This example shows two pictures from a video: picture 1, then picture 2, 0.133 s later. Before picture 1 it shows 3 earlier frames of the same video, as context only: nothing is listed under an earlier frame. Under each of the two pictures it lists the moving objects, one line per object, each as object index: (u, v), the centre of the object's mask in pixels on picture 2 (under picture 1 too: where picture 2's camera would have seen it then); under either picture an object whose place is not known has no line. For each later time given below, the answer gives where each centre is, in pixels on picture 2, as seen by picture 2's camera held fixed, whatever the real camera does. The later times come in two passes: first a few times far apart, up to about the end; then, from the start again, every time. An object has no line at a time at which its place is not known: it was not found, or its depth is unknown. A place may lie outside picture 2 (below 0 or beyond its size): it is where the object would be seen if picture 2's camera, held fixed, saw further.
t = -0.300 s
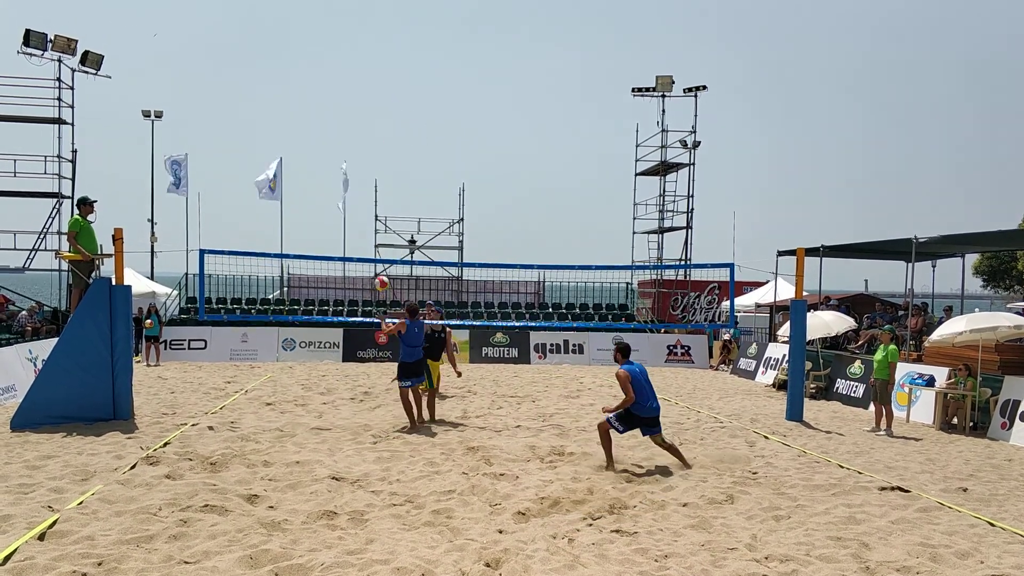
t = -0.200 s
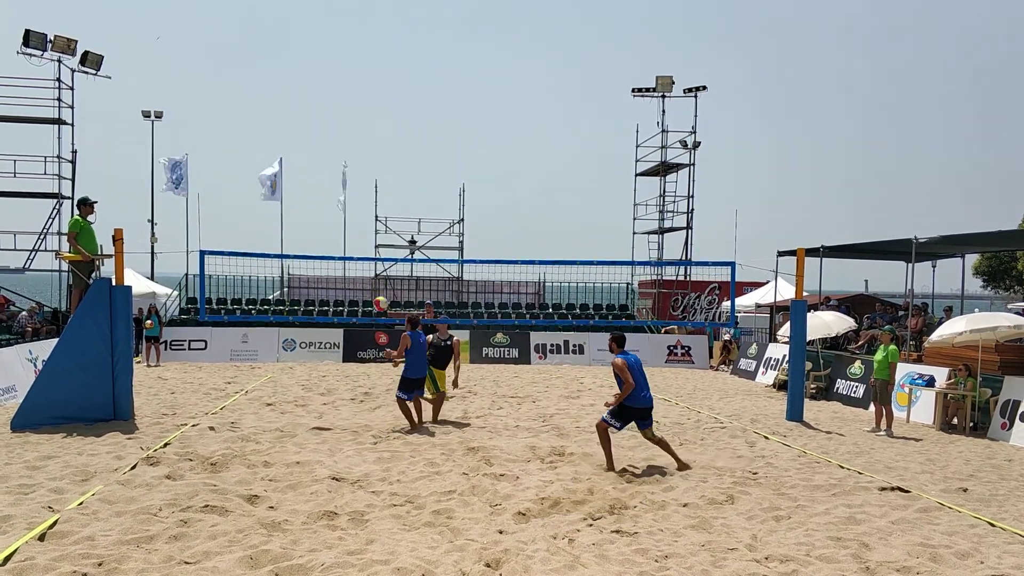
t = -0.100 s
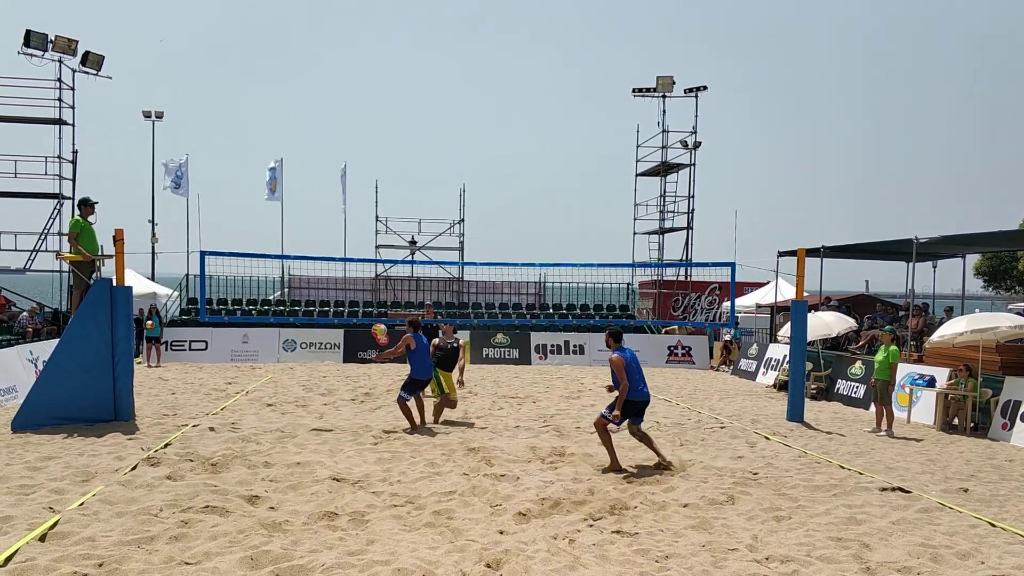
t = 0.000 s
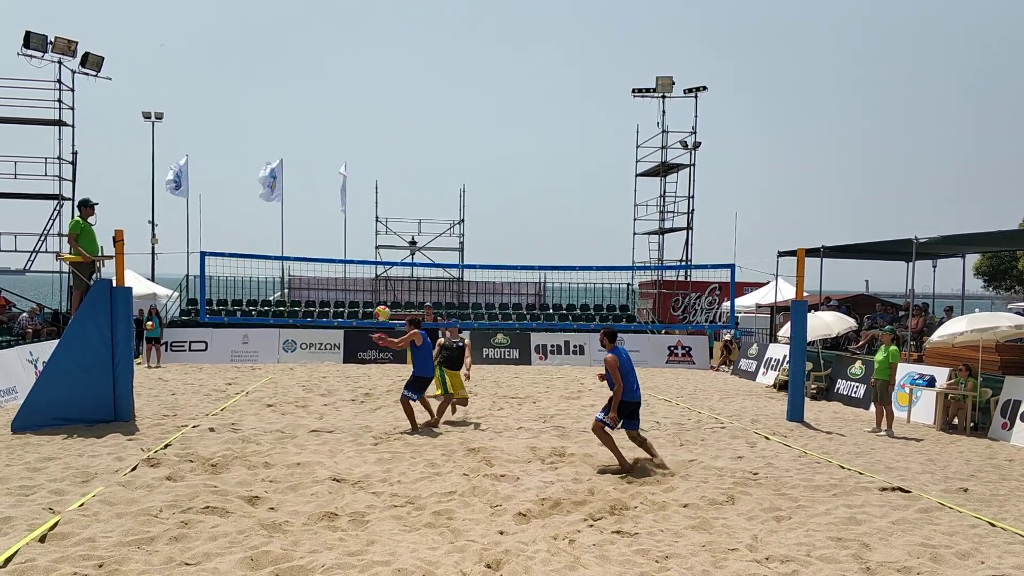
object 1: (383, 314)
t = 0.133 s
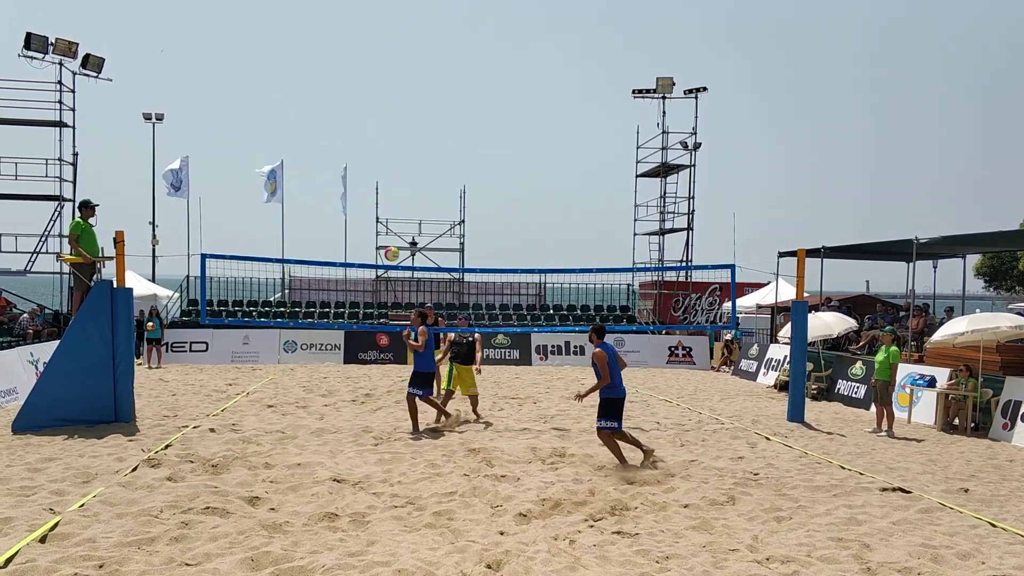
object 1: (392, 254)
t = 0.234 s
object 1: (398, 216)
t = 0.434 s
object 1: (411, 160)
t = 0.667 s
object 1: (424, 128)
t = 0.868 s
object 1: (434, 133)
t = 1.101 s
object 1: (446, 175)
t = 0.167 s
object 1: (394, 241)
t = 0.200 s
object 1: (396, 228)
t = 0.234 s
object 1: (398, 216)
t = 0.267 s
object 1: (400, 205)
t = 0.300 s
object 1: (403, 194)
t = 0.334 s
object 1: (405, 185)
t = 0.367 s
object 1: (407, 176)
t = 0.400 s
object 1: (409, 167)
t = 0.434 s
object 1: (411, 160)
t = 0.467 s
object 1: (413, 153)
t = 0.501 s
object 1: (415, 147)
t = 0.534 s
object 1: (417, 141)
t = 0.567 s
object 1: (419, 137)
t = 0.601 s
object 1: (421, 134)
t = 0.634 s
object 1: (423, 130)
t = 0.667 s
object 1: (424, 128)
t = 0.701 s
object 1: (426, 127)
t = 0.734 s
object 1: (428, 126)
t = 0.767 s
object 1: (430, 127)
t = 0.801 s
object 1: (431, 128)
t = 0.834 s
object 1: (433, 130)
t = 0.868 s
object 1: (434, 133)
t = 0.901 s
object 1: (436, 136)
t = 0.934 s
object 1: (438, 141)
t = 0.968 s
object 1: (440, 146)
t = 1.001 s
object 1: (441, 152)
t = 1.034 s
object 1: (443, 159)
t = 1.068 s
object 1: (444, 167)
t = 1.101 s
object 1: (446, 175)
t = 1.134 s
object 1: (447, 185)
